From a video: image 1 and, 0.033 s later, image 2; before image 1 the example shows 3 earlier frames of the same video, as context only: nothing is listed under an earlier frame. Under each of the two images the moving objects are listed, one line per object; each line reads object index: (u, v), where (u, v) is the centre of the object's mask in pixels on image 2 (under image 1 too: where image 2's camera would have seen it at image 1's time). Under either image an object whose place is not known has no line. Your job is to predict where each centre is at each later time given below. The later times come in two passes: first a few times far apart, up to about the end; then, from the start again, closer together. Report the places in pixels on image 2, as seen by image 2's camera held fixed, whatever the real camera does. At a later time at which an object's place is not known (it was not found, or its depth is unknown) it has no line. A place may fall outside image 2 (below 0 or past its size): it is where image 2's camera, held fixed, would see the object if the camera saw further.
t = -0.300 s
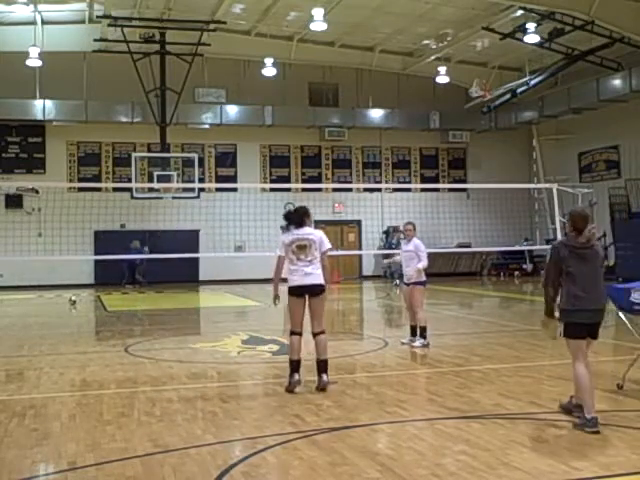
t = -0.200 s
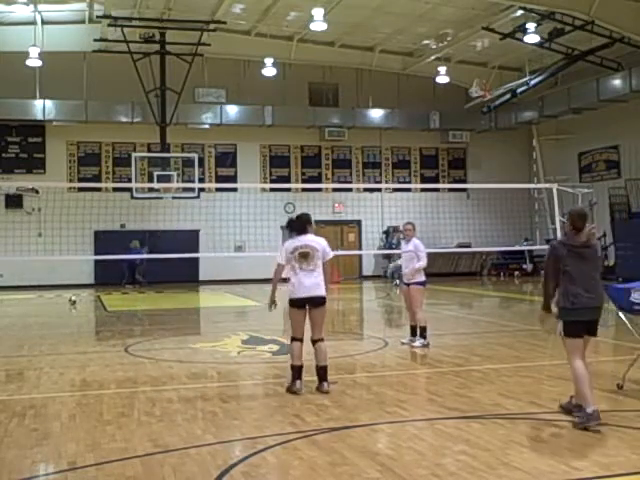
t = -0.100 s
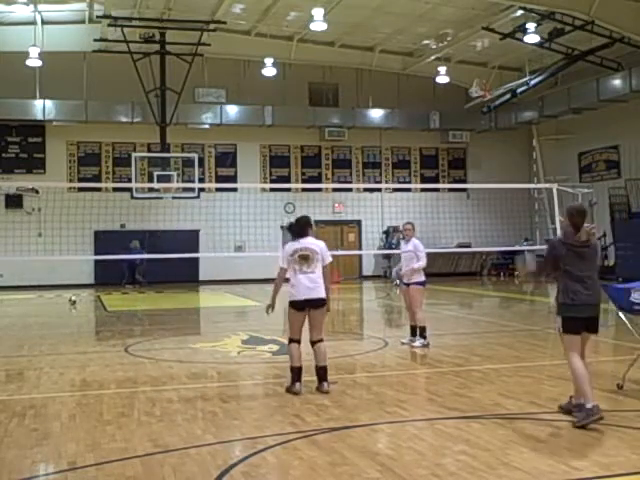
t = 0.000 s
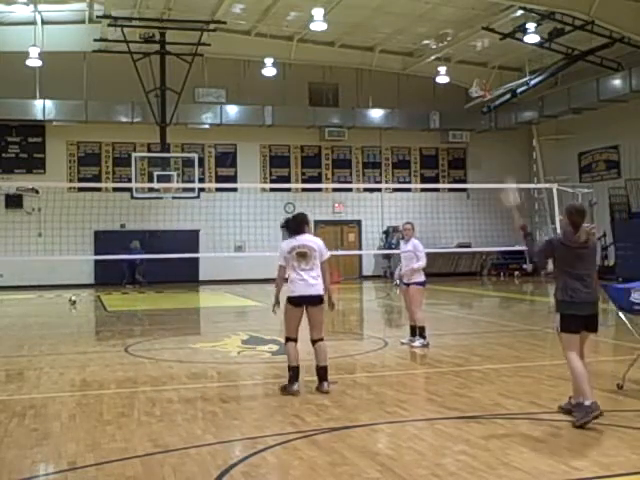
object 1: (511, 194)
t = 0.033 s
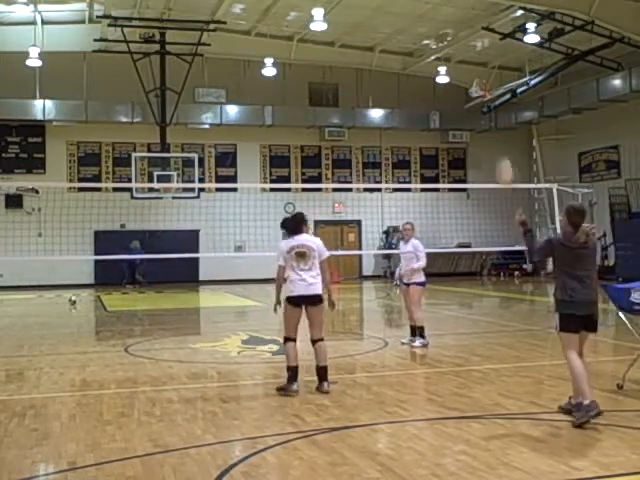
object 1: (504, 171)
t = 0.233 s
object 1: (479, 83)
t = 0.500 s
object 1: (452, 30)
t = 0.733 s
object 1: (435, 40)
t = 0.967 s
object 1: (418, 93)
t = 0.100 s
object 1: (496, 137)
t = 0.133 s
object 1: (491, 121)
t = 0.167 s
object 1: (486, 107)
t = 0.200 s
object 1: (482, 91)
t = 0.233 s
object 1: (479, 83)
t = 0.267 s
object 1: (476, 77)
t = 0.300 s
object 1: (474, 72)
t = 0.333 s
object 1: (469, 52)
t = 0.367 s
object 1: (468, 45)
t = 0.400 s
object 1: (462, 40)
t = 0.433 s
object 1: (458, 35)
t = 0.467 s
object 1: (454, 32)
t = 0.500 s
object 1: (452, 30)
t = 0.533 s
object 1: (450, 29)
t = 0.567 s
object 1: (446, 30)
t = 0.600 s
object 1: (444, 30)
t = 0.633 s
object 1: (441, 32)
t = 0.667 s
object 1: (440, 33)
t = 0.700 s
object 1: (437, 37)
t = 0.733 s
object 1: (435, 40)
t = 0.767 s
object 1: (430, 45)
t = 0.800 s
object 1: (427, 49)
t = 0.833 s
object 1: (427, 51)
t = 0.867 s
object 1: (424, 67)
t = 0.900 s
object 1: (422, 75)
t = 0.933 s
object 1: (421, 84)
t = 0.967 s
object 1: (418, 93)
